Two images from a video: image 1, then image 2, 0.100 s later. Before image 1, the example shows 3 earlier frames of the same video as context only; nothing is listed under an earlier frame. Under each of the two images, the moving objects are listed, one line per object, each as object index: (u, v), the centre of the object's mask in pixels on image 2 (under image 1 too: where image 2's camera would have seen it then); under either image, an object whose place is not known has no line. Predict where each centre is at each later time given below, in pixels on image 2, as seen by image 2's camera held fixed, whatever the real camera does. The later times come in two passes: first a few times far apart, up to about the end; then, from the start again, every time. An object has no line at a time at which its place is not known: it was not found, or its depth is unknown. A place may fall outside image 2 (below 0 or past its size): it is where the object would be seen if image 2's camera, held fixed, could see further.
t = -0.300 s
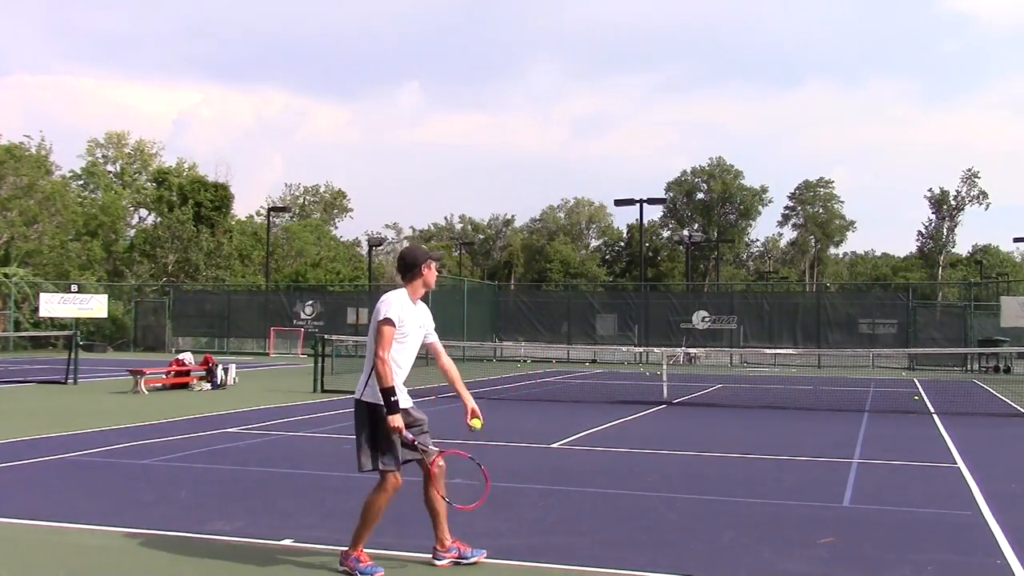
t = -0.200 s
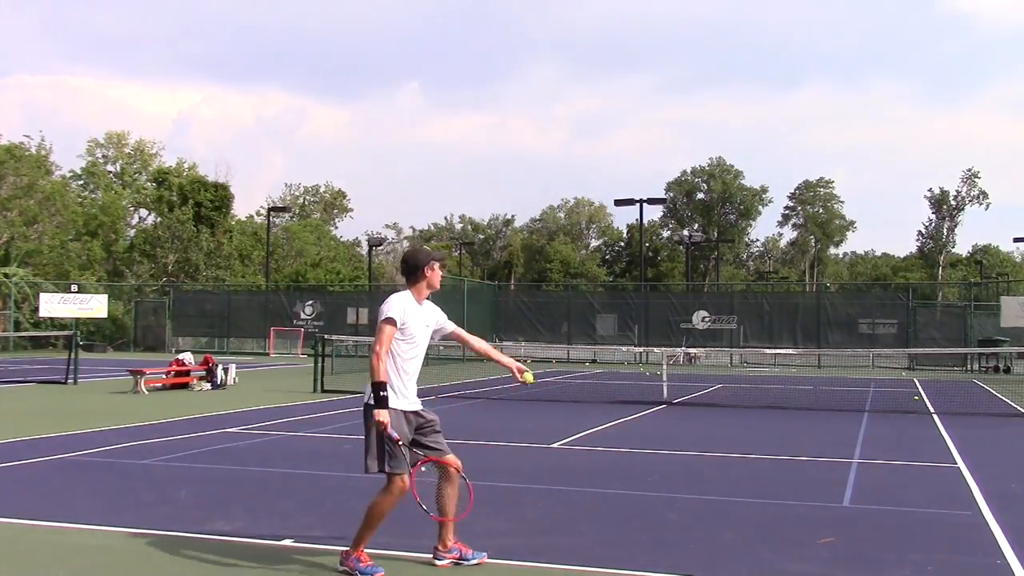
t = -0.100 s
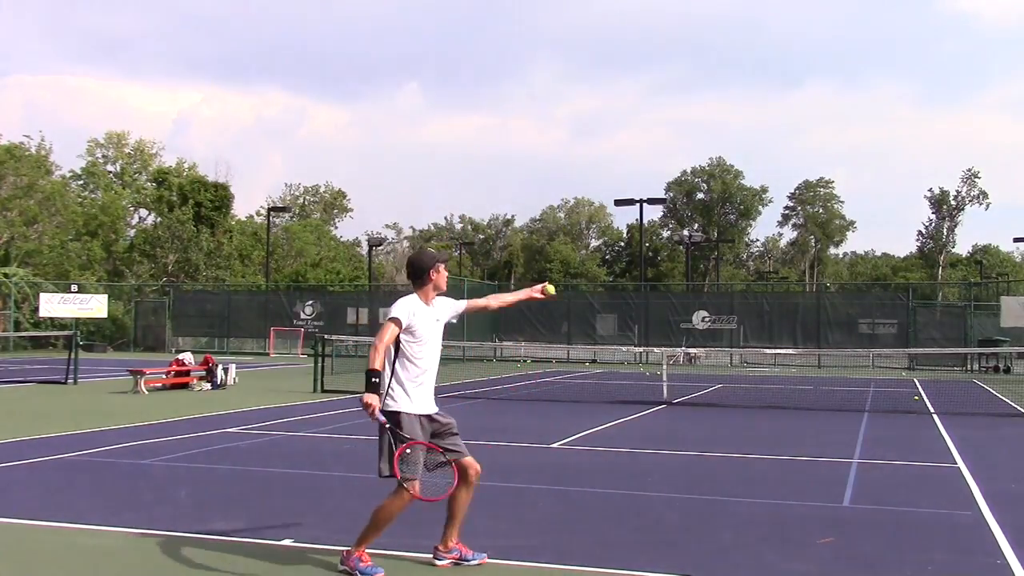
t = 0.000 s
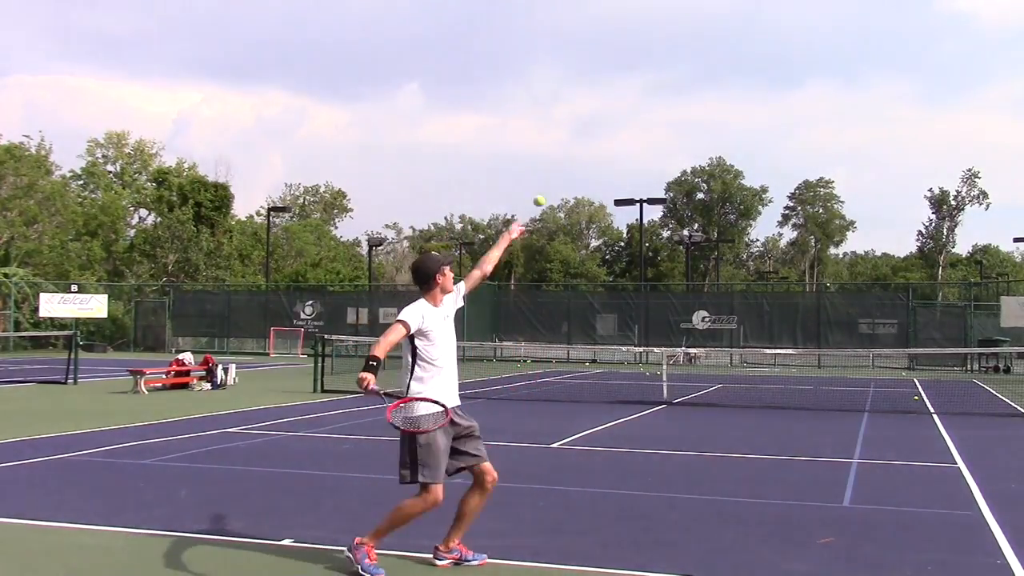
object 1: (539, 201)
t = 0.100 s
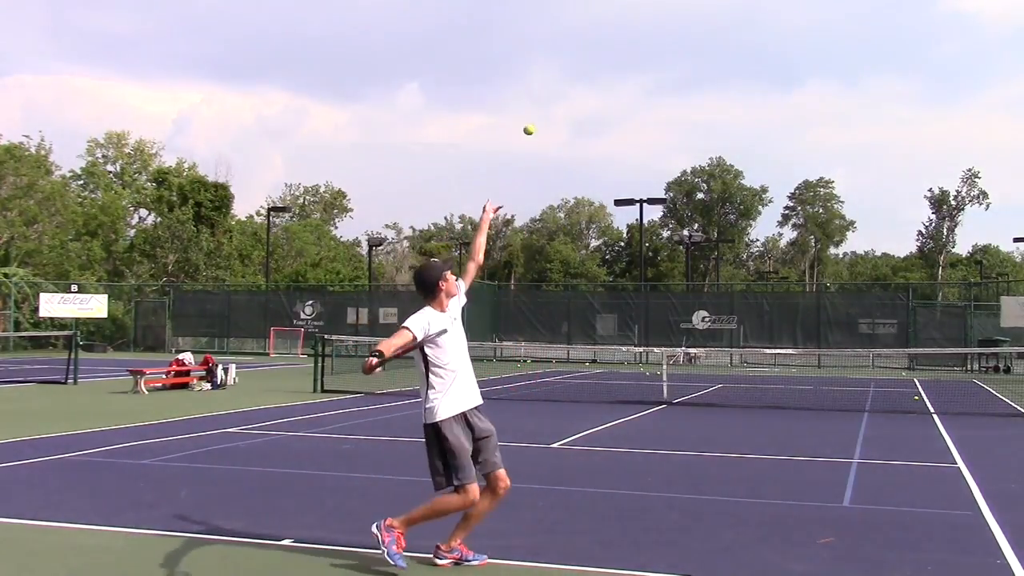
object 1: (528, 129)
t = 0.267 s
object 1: (512, 49)
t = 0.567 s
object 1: (482, 20)
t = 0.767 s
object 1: (462, 79)
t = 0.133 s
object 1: (525, 109)
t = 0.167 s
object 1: (522, 91)
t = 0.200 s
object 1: (519, 76)
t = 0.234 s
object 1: (516, 61)
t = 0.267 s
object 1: (512, 49)
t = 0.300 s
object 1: (509, 38)
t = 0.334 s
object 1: (506, 30)
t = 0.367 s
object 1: (502, 23)
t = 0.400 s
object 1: (499, 18)
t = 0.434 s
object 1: (496, 15)
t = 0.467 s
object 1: (492, 13)
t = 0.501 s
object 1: (489, 14)
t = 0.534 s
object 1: (485, 16)
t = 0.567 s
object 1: (482, 20)
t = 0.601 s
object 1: (479, 25)
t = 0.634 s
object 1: (475, 33)
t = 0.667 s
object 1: (472, 41)
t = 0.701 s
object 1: (468, 52)
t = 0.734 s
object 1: (465, 65)
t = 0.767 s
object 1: (462, 79)
